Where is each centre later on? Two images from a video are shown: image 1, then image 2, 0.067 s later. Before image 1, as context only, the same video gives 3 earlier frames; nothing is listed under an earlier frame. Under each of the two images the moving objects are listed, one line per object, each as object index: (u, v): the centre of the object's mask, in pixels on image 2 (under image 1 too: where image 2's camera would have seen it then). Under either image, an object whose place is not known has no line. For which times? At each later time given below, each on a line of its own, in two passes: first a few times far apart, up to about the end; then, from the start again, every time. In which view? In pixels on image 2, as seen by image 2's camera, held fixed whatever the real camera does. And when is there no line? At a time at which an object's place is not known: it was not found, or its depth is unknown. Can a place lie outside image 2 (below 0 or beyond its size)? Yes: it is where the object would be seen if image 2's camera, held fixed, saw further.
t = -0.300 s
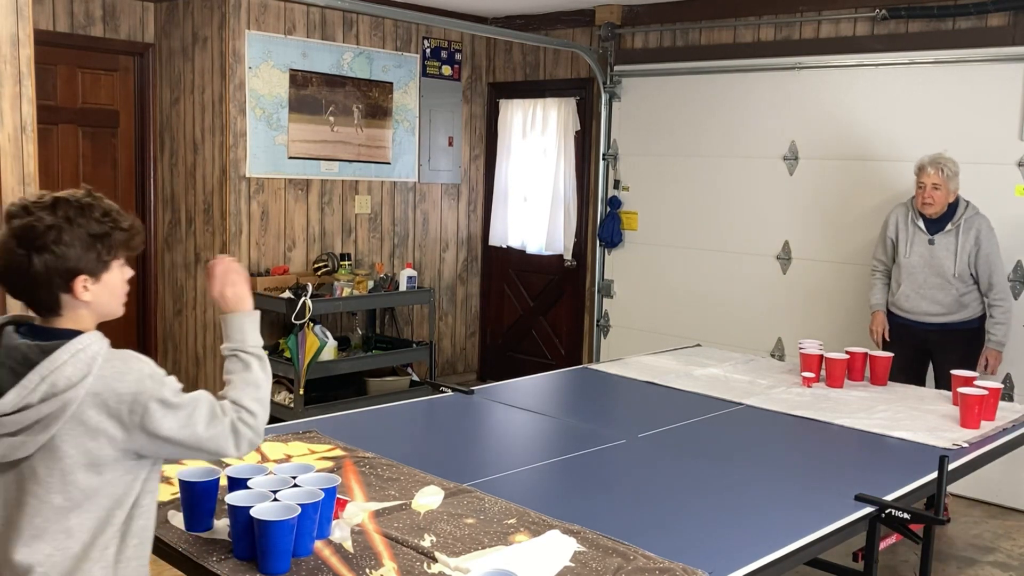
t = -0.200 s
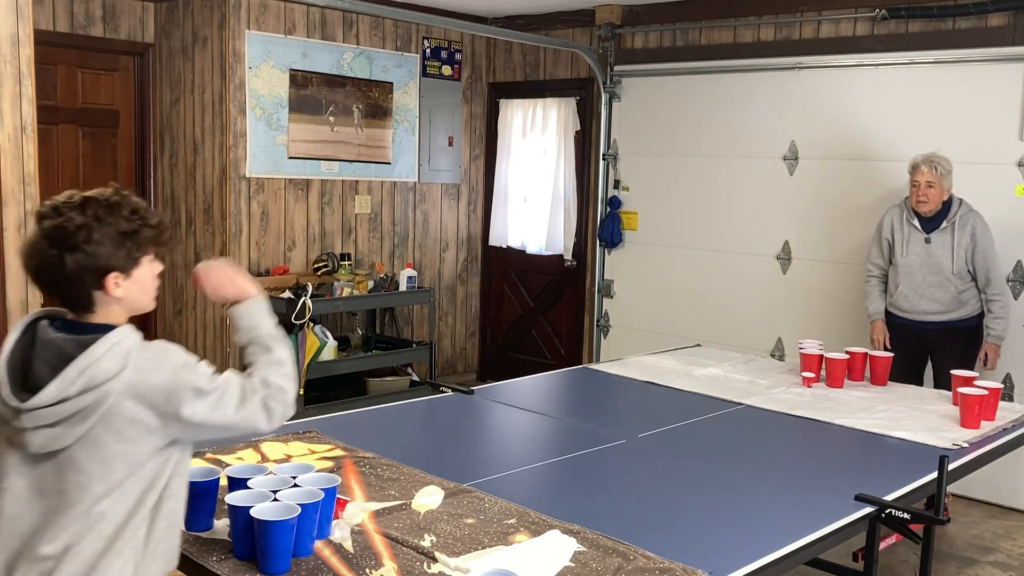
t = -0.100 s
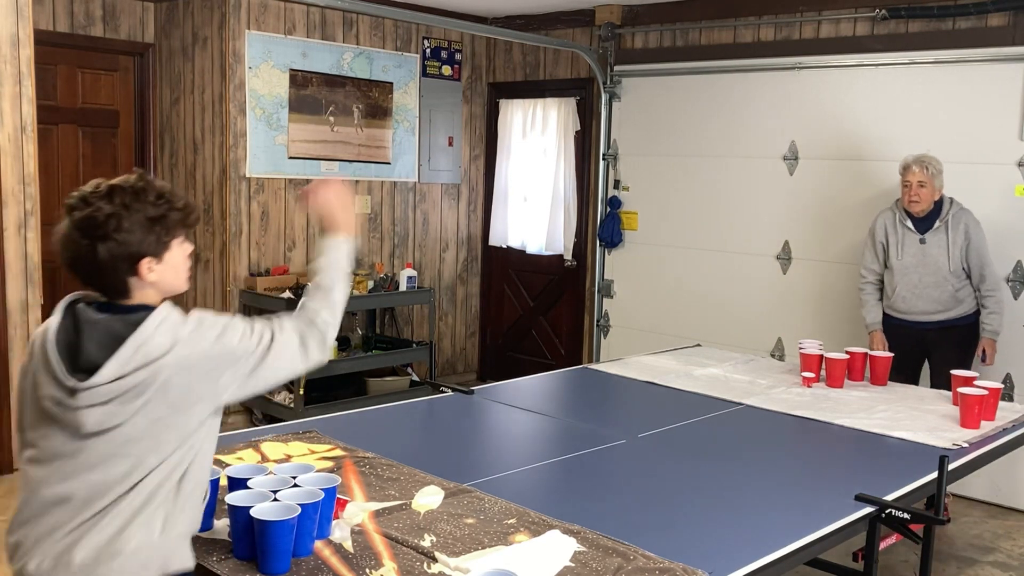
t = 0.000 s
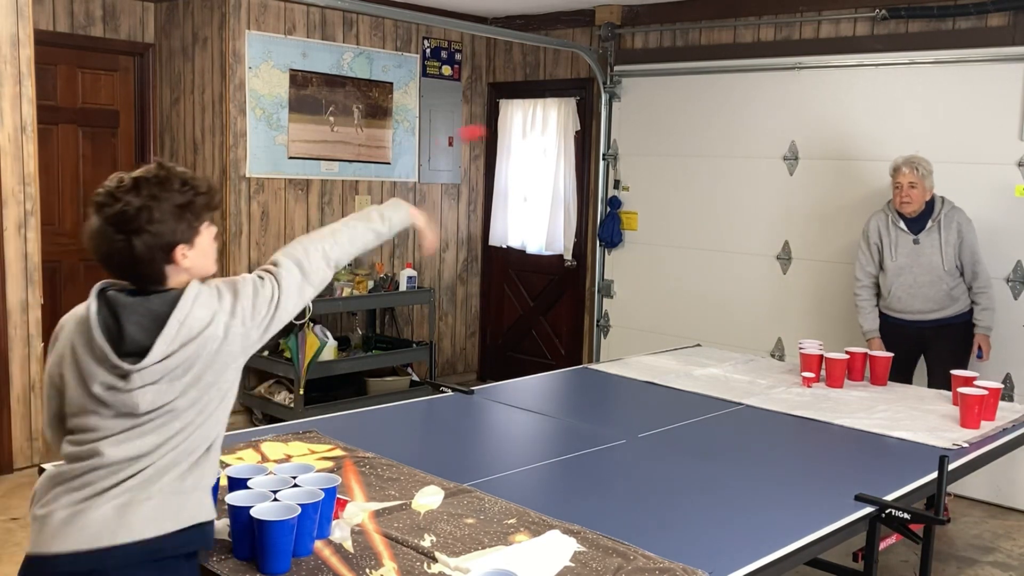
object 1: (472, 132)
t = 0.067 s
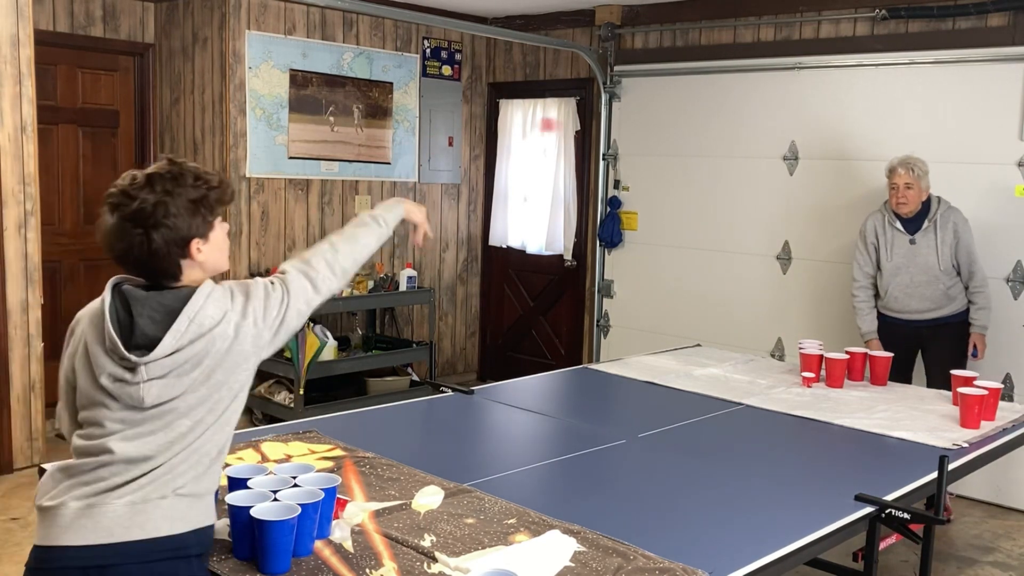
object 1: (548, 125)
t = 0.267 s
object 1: (706, 189)
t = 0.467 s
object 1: (802, 333)
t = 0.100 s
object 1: (584, 127)
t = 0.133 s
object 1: (613, 133)
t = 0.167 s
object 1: (638, 143)
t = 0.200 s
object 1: (663, 156)
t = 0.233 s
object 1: (685, 171)
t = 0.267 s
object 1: (706, 189)
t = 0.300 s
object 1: (726, 209)
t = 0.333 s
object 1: (744, 231)
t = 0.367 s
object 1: (760, 254)
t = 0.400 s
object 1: (775, 279)
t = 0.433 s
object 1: (789, 306)
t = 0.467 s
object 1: (802, 333)
